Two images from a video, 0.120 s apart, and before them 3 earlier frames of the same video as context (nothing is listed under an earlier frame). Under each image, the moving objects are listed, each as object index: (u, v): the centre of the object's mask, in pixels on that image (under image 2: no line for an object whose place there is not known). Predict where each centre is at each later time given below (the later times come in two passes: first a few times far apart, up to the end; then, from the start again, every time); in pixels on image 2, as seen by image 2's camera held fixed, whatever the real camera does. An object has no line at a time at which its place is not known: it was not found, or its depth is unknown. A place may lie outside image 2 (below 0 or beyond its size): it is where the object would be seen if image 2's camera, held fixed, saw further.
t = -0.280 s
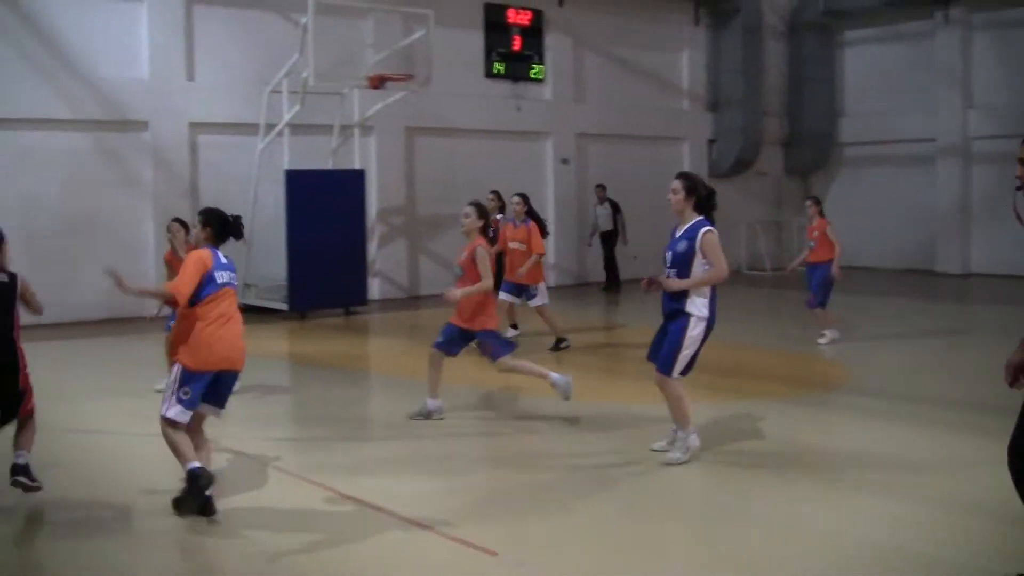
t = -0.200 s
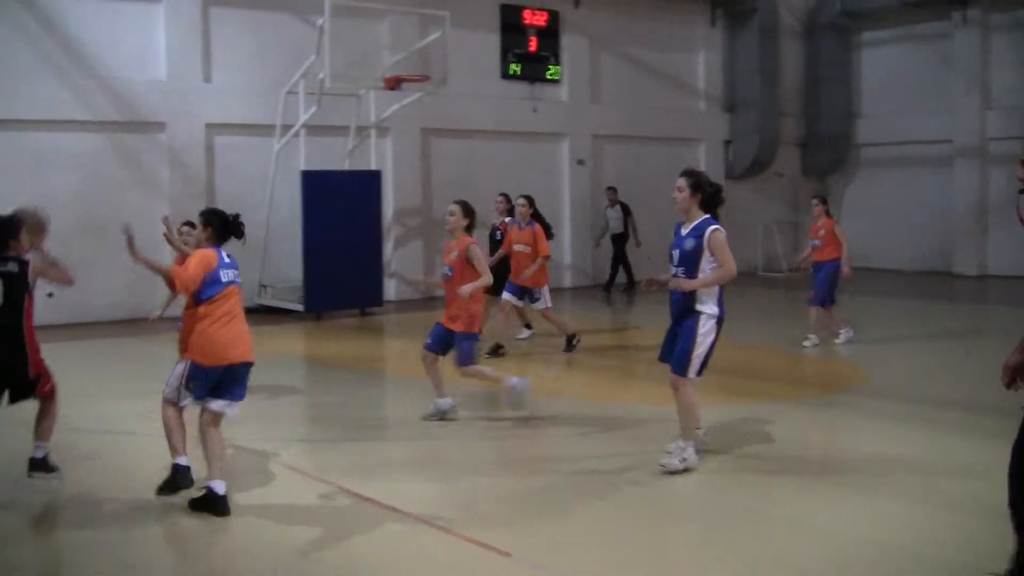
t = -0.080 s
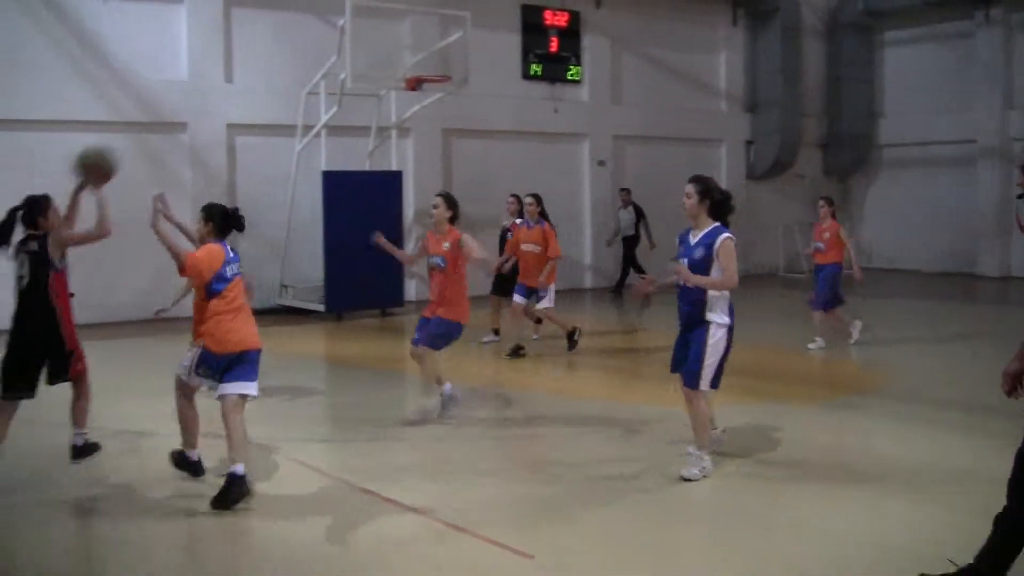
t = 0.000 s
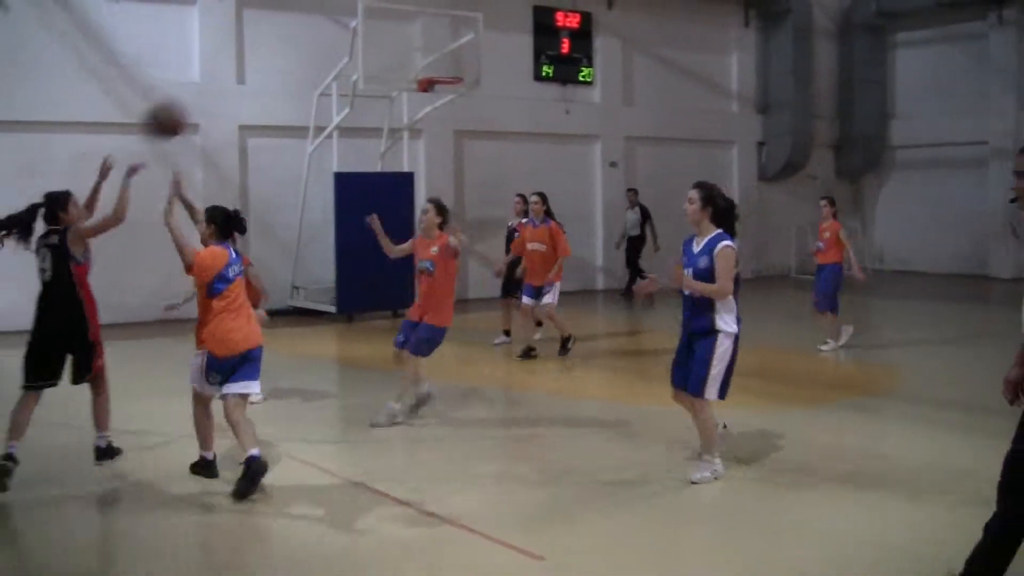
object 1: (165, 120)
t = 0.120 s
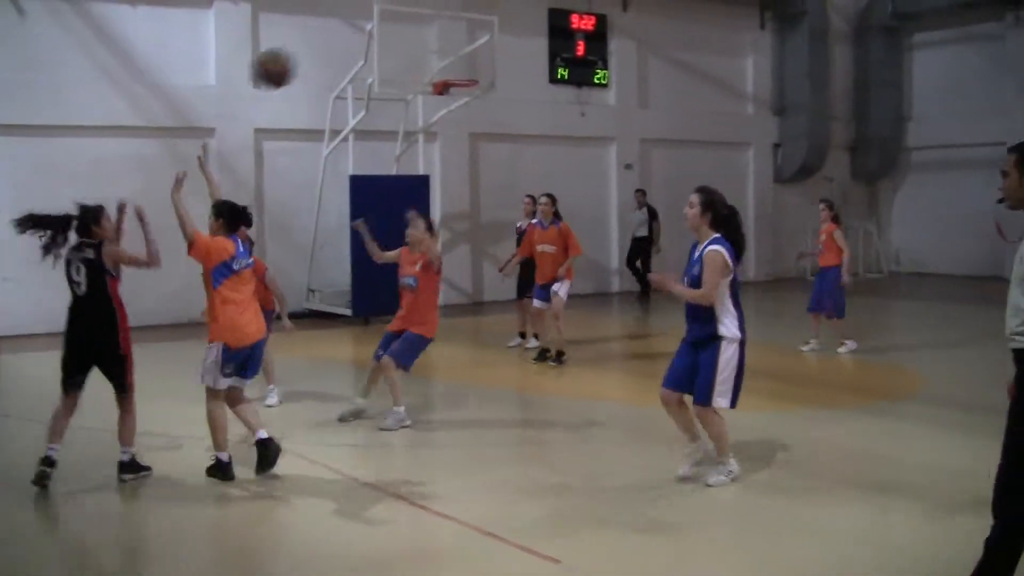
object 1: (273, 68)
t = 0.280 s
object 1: (399, 36)
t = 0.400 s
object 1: (493, 42)
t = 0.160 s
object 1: (305, 55)
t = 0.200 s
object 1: (335, 46)
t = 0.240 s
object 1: (368, 39)
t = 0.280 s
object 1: (399, 36)
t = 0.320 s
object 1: (432, 35)
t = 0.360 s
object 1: (460, 37)
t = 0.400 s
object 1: (493, 42)
